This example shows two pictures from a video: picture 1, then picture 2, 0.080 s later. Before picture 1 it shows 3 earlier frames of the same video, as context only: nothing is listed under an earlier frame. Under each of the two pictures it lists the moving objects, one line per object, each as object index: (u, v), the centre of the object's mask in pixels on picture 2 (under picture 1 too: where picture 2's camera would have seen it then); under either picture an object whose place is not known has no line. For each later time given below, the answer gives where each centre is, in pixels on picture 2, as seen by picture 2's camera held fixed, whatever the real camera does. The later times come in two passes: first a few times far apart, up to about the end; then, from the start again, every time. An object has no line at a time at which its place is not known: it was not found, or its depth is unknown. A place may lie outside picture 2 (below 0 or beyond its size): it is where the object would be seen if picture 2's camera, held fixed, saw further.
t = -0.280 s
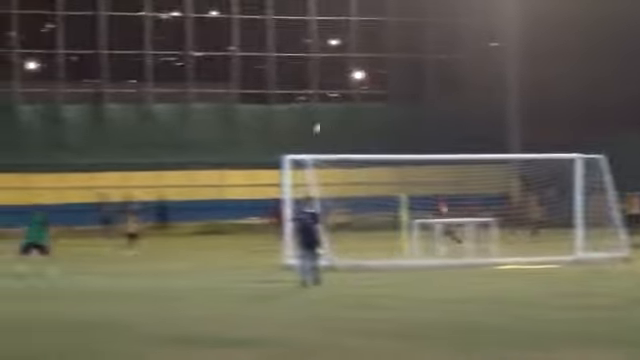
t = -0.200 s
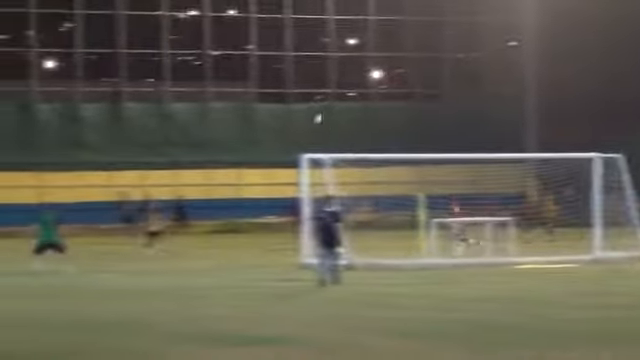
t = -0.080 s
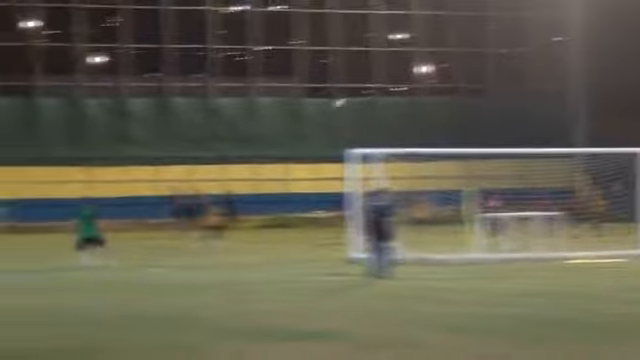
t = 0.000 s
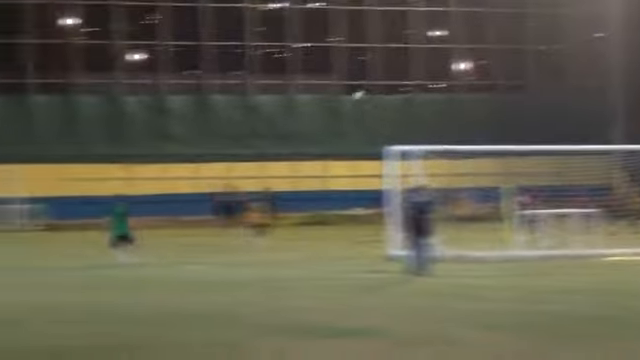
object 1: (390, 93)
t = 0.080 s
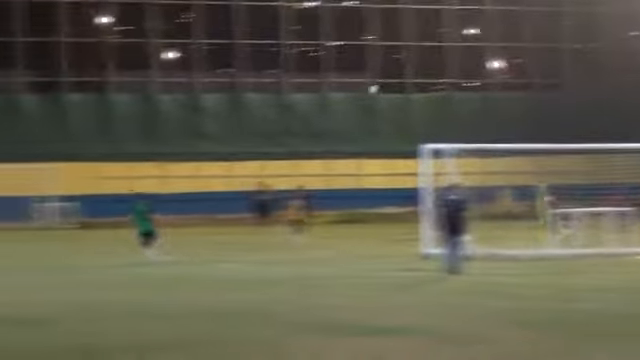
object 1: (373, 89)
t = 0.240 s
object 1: (335, 86)
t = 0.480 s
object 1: (272, 92)
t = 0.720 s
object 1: (207, 116)
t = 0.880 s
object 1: (161, 141)
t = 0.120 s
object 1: (364, 87)
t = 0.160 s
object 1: (354, 87)
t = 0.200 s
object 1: (345, 86)
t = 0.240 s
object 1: (335, 86)
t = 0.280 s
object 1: (325, 86)
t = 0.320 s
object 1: (314, 86)
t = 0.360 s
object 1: (304, 87)
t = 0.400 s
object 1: (294, 88)
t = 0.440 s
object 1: (283, 90)
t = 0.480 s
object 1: (272, 92)
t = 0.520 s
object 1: (262, 95)
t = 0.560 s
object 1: (251, 98)
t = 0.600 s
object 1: (240, 102)
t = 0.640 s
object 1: (229, 106)
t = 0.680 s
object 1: (218, 110)
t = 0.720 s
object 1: (207, 116)
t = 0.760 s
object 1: (195, 121)
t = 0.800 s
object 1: (185, 128)
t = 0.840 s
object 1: (172, 135)
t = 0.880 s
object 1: (161, 141)
